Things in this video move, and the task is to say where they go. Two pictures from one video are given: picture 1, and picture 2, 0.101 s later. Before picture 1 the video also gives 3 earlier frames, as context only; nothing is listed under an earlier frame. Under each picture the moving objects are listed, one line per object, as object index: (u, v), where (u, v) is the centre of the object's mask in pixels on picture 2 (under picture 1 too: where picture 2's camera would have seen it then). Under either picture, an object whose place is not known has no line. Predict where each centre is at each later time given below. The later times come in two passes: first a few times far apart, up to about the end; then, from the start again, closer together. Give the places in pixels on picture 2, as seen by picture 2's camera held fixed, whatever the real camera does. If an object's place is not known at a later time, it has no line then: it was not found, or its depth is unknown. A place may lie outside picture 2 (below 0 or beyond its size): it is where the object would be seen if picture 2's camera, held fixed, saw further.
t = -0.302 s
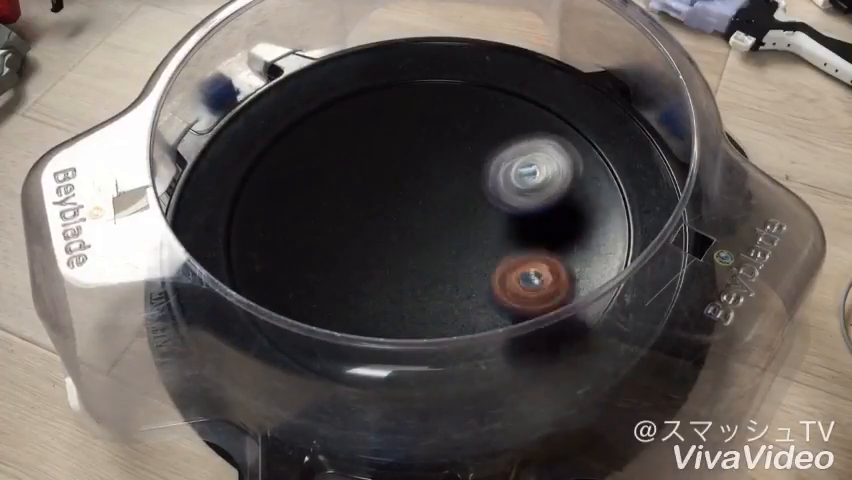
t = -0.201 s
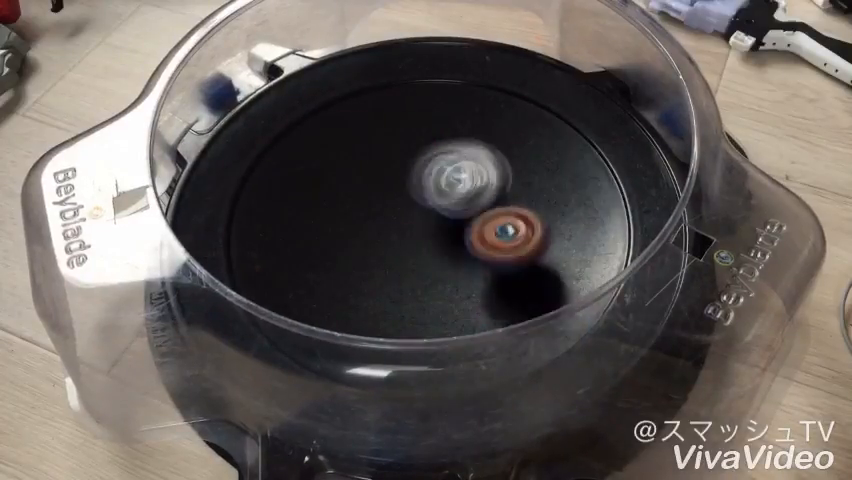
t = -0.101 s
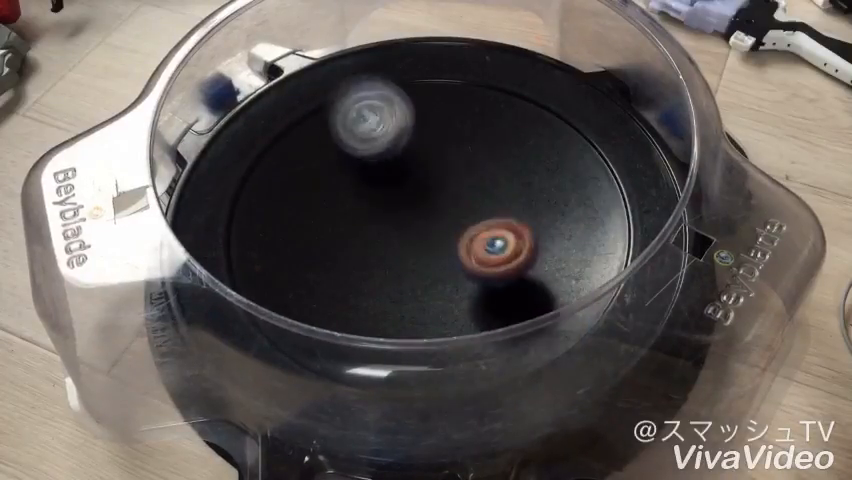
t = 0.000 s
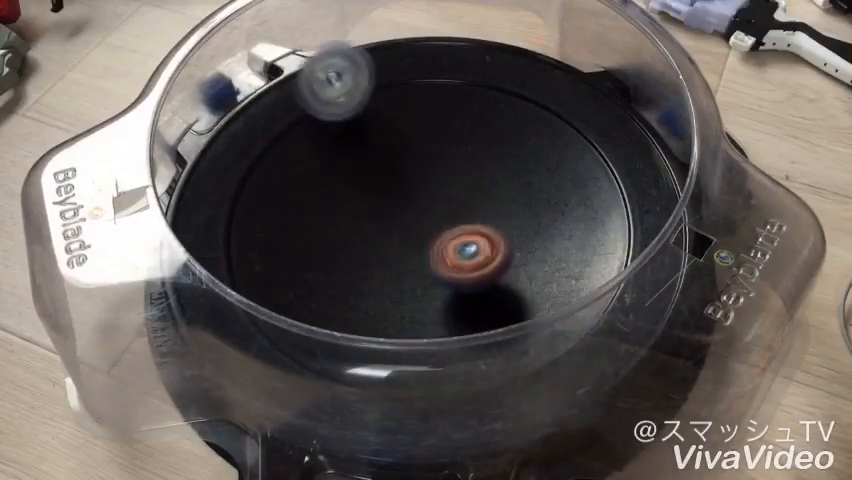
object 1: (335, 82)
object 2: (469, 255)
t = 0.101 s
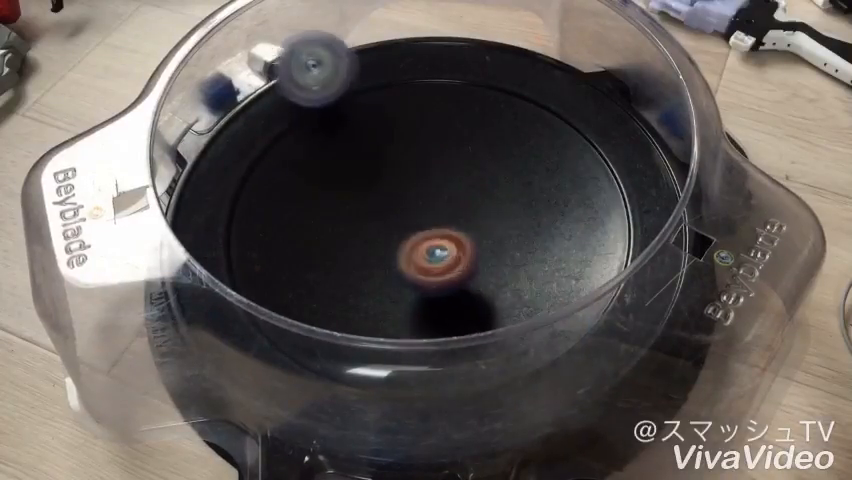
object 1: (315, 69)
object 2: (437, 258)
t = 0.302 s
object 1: (268, 98)
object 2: (386, 269)
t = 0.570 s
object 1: (202, 201)
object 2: (371, 246)
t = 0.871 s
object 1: (231, 327)
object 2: (370, 186)
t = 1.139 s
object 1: (387, 313)
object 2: (388, 184)
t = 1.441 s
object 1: (537, 229)
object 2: (456, 167)
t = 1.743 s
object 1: (592, 144)
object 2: (441, 198)
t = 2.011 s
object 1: (474, 146)
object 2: (469, 244)
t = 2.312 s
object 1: (328, 140)
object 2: (437, 215)
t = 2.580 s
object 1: (292, 160)
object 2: (369, 238)
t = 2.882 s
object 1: (321, 217)
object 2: (500, 268)
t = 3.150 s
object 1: (404, 240)
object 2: (538, 197)
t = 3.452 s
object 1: (464, 284)
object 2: (393, 200)
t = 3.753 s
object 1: (454, 205)
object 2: (370, 275)
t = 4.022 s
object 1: (490, 155)
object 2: (442, 220)
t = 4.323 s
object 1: (526, 129)
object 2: (389, 262)
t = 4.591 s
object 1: (458, 176)
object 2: (410, 257)
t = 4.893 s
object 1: (398, 163)
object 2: (411, 258)
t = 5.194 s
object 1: (353, 128)
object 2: (445, 294)
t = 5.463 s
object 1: (354, 156)
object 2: (459, 269)
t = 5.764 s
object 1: (404, 179)
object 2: (475, 246)
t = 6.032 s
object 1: (458, 168)
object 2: (499, 235)
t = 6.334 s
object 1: (432, 157)
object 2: (457, 263)
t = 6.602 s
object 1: (407, 192)
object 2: (444, 254)
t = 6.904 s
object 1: (375, 200)
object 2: (433, 257)
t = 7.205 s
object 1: (376, 209)
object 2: (448, 236)
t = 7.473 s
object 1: (376, 209)
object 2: (451, 220)
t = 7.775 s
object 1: (375, 209)
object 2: (451, 220)
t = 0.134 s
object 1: (306, 68)
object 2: (426, 261)
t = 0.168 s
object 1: (296, 68)
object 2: (417, 263)
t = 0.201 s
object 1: (290, 72)
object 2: (408, 266)
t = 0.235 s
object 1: (285, 79)
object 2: (400, 268)
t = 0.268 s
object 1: (277, 87)
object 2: (393, 269)
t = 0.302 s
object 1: (268, 98)
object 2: (386, 269)
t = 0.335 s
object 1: (258, 108)
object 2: (380, 270)
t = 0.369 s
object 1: (248, 120)
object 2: (376, 268)
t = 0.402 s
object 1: (236, 133)
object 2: (374, 268)
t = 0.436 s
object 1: (225, 146)
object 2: (372, 264)
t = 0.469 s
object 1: (218, 159)
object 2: (370, 260)
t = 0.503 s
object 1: (211, 172)
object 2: (370, 256)
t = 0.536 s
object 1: (205, 187)
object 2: (369, 252)
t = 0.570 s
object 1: (202, 201)
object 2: (371, 246)
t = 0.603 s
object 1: (202, 212)
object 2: (372, 241)
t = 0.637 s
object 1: (204, 225)
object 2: (374, 233)
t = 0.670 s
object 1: (206, 236)
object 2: (374, 227)
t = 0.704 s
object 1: (203, 261)
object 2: (374, 218)
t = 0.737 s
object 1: (198, 279)
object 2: (374, 211)
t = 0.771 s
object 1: (202, 291)
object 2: (374, 203)
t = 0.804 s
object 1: (212, 303)
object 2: (373, 198)
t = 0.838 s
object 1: (219, 317)
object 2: (371, 191)
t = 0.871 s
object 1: (231, 327)
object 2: (370, 186)
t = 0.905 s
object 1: (242, 336)
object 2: (368, 182)
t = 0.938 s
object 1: (259, 340)
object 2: (367, 178)
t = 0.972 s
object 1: (284, 331)
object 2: (365, 177)
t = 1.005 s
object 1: (306, 339)
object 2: (366, 177)
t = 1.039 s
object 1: (328, 336)
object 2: (368, 179)
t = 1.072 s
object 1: (350, 332)
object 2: (373, 182)
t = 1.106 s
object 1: (370, 325)
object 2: (380, 183)
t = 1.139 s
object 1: (387, 313)
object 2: (388, 184)
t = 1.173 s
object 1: (407, 307)
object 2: (397, 186)
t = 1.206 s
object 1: (430, 302)
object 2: (407, 185)
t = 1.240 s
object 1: (444, 293)
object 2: (417, 186)
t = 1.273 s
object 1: (463, 283)
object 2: (426, 183)
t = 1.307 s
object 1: (481, 275)
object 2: (435, 181)
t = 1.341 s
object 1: (494, 265)
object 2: (442, 179)
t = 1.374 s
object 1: (511, 253)
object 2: (449, 175)
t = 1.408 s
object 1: (523, 243)
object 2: (454, 171)
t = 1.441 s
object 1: (537, 229)
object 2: (456, 167)
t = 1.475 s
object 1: (551, 217)
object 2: (458, 164)
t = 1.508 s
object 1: (558, 206)
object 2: (455, 163)
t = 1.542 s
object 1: (569, 193)
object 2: (454, 163)
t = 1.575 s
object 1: (577, 182)
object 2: (451, 166)
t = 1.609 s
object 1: (585, 168)
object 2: (449, 170)
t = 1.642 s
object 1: (592, 159)
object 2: (445, 175)
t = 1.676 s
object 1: (595, 150)
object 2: (444, 181)
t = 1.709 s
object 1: (597, 146)
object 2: (443, 189)
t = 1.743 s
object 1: (592, 144)
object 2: (441, 198)
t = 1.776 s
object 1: (586, 145)
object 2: (441, 206)
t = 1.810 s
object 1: (575, 145)
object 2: (443, 214)
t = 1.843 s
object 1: (562, 147)
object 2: (445, 221)
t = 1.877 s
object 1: (544, 148)
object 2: (448, 228)
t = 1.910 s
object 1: (528, 147)
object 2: (452, 234)
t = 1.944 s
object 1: (508, 148)
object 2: (457, 239)
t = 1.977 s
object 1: (492, 146)
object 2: (463, 242)
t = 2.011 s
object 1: (474, 146)
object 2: (469, 244)
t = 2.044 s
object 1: (458, 144)
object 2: (475, 243)
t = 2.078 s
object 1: (441, 145)
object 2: (480, 241)
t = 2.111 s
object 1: (424, 143)
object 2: (482, 236)
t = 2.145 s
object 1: (408, 143)
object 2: (480, 231)
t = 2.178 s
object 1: (391, 141)
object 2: (475, 225)
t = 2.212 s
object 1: (377, 142)
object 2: (467, 220)
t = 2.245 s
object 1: (359, 141)
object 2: (458, 217)
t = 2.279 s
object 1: (345, 141)
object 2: (448, 214)
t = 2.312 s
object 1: (328, 140)
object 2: (437, 215)
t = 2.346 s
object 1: (316, 140)
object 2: (425, 214)
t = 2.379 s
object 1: (302, 141)
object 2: (415, 214)
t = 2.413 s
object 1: (292, 140)
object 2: (406, 216)
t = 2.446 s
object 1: (284, 142)
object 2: (395, 219)
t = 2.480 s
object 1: (281, 144)
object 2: (387, 223)
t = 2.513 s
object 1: (283, 147)
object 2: (379, 228)
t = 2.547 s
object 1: (286, 151)
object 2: (373, 232)
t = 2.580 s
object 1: (292, 160)
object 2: (369, 238)
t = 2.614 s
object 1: (299, 171)
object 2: (368, 244)
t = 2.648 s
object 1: (309, 183)
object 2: (370, 249)
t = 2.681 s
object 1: (315, 195)
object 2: (375, 254)
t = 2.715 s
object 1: (323, 206)
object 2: (387, 260)
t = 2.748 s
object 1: (324, 215)
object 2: (404, 265)
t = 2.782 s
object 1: (320, 215)
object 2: (432, 271)
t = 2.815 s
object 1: (318, 216)
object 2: (457, 275)
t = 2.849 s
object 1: (319, 216)
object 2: (482, 274)
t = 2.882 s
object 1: (321, 217)
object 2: (500, 268)
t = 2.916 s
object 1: (324, 218)
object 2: (515, 262)
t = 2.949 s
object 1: (332, 220)
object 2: (526, 256)
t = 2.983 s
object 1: (341, 220)
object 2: (536, 247)
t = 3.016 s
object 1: (349, 224)
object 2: (543, 238)
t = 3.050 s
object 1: (364, 226)
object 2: (547, 225)
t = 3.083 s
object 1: (376, 229)
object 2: (546, 216)
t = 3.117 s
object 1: (391, 236)
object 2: (542, 207)
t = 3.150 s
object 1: (404, 240)
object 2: (538, 197)
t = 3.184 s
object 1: (416, 247)
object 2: (526, 189)
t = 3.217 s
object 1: (430, 253)
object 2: (510, 185)
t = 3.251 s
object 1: (439, 259)
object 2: (494, 180)
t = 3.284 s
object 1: (449, 267)
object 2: (478, 178)
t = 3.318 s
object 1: (456, 272)
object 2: (459, 181)
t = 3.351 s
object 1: (461, 278)
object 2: (442, 184)
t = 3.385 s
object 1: (464, 282)
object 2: (425, 187)
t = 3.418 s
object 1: (465, 285)
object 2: (409, 193)
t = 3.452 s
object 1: (464, 284)
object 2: (393, 200)
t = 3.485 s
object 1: (461, 283)
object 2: (380, 207)
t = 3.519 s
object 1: (457, 276)
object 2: (360, 224)
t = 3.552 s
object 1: (452, 269)
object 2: (352, 234)
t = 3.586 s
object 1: (450, 261)
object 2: (347, 244)
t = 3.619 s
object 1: (449, 250)
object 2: (346, 252)
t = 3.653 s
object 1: (447, 238)
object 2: (348, 261)
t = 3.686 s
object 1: (449, 230)
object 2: (354, 267)
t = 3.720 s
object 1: (452, 218)
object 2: (361, 272)
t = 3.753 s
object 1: (454, 205)
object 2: (370, 275)
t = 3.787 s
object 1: (457, 197)
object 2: (381, 275)
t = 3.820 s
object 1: (463, 187)
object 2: (395, 272)
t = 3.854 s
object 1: (467, 176)
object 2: (405, 268)
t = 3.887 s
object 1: (472, 169)
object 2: (415, 262)
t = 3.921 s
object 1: (478, 164)
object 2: (426, 252)
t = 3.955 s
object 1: (485, 158)
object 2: (432, 243)
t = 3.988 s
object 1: (488, 156)
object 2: (437, 233)
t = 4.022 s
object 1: (490, 155)
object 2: (442, 220)
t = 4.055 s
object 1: (494, 152)
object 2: (436, 214)
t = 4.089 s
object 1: (502, 140)
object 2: (423, 223)
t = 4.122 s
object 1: (508, 131)
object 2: (415, 227)
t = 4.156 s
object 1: (515, 124)
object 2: (406, 234)
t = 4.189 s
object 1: (520, 120)
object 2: (399, 241)
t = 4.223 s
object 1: (528, 118)
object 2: (394, 247)
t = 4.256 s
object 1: (530, 119)
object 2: (391, 254)
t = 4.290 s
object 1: (529, 123)
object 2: (389, 259)
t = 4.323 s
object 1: (526, 129)
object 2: (389, 262)
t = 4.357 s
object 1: (521, 138)
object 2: (395, 266)
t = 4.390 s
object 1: (513, 146)
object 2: (397, 267)
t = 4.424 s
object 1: (503, 153)
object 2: (401, 265)
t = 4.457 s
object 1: (492, 160)
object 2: (407, 261)
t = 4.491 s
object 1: (480, 168)
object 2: (411, 257)
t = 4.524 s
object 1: (469, 177)
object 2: (414, 252)
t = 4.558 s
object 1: (461, 183)
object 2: (417, 247)
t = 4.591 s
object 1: (458, 176)
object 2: (410, 257)
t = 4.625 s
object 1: (452, 170)
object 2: (408, 263)
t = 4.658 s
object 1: (443, 168)
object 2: (407, 269)
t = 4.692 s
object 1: (434, 165)
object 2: (405, 273)
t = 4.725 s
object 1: (426, 163)
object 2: (407, 275)
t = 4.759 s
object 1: (419, 162)
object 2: (408, 275)
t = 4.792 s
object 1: (413, 160)
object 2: (408, 272)
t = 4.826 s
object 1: (407, 161)
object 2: (411, 268)
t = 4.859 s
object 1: (403, 161)
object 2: (411, 263)
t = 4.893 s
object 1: (398, 163)
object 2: (411, 258)
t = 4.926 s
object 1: (394, 165)
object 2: (412, 252)
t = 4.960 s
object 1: (389, 170)
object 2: (411, 246)
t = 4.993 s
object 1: (385, 173)
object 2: (412, 241)
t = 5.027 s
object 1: (375, 165)
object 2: (413, 250)
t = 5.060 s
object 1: (369, 152)
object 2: (422, 264)
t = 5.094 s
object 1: (360, 142)
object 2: (427, 274)
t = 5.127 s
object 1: (355, 135)
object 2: (433, 282)
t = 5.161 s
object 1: (354, 132)
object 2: (441, 287)
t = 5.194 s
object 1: (353, 128)
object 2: (445, 294)
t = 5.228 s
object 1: (350, 126)
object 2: (452, 297)
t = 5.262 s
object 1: (347, 127)
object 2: (455, 300)
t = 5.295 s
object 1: (344, 128)
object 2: (459, 299)
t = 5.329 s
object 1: (344, 131)
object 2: (464, 298)
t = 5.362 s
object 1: (347, 137)
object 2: (466, 291)
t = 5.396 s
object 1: (349, 144)
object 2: (465, 285)
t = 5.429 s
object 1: (351, 149)
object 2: (464, 277)
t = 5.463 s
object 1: (354, 156)
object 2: (459, 269)
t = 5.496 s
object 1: (361, 163)
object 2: (455, 261)
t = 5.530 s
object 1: (369, 170)
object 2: (451, 253)
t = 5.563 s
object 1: (377, 175)
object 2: (447, 245)
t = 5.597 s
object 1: (386, 182)
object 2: (443, 238)
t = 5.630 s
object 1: (391, 185)
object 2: (446, 237)
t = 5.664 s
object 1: (393, 182)
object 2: (456, 242)
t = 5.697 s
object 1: (395, 178)
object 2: (465, 245)
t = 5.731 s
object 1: (400, 181)
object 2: (471, 246)
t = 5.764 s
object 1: (404, 179)
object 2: (475, 246)
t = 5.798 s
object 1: (410, 177)
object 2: (483, 245)
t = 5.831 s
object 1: (417, 175)
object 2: (487, 247)
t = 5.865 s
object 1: (425, 172)
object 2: (496, 247)
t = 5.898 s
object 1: (434, 170)
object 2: (499, 247)
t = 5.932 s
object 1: (439, 167)
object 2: (503, 245)
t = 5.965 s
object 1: (445, 167)
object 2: (505, 242)
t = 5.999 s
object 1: (453, 168)
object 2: (499, 239)
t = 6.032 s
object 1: (458, 168)
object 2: (499, 235)
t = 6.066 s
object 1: (461, 170)
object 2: (492, 233)
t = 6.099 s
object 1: (461, 165)
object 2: (486, 240)
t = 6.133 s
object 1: (457, 160)
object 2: (483, 253)
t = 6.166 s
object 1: (450, 156)
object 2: (474, 261)
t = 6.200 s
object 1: (449, 153)
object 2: (473, 264)
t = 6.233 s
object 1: (445, 153)
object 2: (468, 267)
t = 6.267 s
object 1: (443, 154)
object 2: (464, 268)
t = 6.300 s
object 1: (437, 155)
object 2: (461, 268)
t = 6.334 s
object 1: (432, 157)
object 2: (457, 263)
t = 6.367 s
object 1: (432, 165)
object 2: (453, 259)
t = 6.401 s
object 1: (428, 169)
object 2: (451, 256)
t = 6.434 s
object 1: (426, 175)
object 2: (448, 247)
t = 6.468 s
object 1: (415, 178)
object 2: (450, 247)
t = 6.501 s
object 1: (413, 183)
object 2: (448, 249)
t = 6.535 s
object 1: (408, 185)
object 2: (445, 248)
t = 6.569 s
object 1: (405, 190)
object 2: (447, 251)
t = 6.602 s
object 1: (407, 192)
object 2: (444, 254)
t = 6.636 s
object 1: (399, 190)
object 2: (448, 259)
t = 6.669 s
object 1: (392, 192)
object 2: (452, 260)
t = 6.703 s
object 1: (387, 192)
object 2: (453, 263)
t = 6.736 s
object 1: (380, 193)
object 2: (451, 264)
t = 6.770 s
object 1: (374, 196)
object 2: (451, 264)
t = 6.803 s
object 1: (375, 199)
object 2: (448, 264)
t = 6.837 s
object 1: (375, 200)
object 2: (444, 263)
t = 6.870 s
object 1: (375, 202)
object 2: (438, 259)
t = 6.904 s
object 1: (375, 200)
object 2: (433, 257)
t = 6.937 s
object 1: (377, 203)
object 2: (426, 253)
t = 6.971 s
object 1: (375, 203)
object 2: (426, 252)
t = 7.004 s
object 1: (375, 205)
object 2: (430, 254)
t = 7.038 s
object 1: (373, 207)
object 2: (433, 255)
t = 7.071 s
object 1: (372, 208)
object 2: (436, 254)
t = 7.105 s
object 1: (373, 209)
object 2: (438, 250)
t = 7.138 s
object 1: (373, 209)
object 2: (440, 246)
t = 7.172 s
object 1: (375, 209)
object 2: (444, 241)
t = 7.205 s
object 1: (376, 209)
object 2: (448, 236)
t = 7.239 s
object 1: (378, 209)
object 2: (451, 232)
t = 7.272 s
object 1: (379, 209)
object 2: (453, 227)
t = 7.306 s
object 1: (378, 209)
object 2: (452, 223)
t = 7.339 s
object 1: (377, 209)
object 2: (452, 221)
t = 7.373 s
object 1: (376, 209)
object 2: (451, 220)
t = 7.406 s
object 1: (376, 209)
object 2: (451, 220)
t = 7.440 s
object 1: (376, 209)
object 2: (451, 220)
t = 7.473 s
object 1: (376, 209)
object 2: (451, 220)
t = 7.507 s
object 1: (376, 209)
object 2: (451, 220)
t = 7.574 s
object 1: (376, 209)
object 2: (450, 219)
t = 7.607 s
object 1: (376, 209)
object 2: (450, 219)
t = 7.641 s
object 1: (376, 209)
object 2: (450, 219)
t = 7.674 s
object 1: (376, 210)
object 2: (450, 219)
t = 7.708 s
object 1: (376, 209)
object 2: (450, 219)
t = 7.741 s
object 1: (376, 209)
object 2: (450, 219)
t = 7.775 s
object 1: (375, 209)
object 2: (451, 220)
